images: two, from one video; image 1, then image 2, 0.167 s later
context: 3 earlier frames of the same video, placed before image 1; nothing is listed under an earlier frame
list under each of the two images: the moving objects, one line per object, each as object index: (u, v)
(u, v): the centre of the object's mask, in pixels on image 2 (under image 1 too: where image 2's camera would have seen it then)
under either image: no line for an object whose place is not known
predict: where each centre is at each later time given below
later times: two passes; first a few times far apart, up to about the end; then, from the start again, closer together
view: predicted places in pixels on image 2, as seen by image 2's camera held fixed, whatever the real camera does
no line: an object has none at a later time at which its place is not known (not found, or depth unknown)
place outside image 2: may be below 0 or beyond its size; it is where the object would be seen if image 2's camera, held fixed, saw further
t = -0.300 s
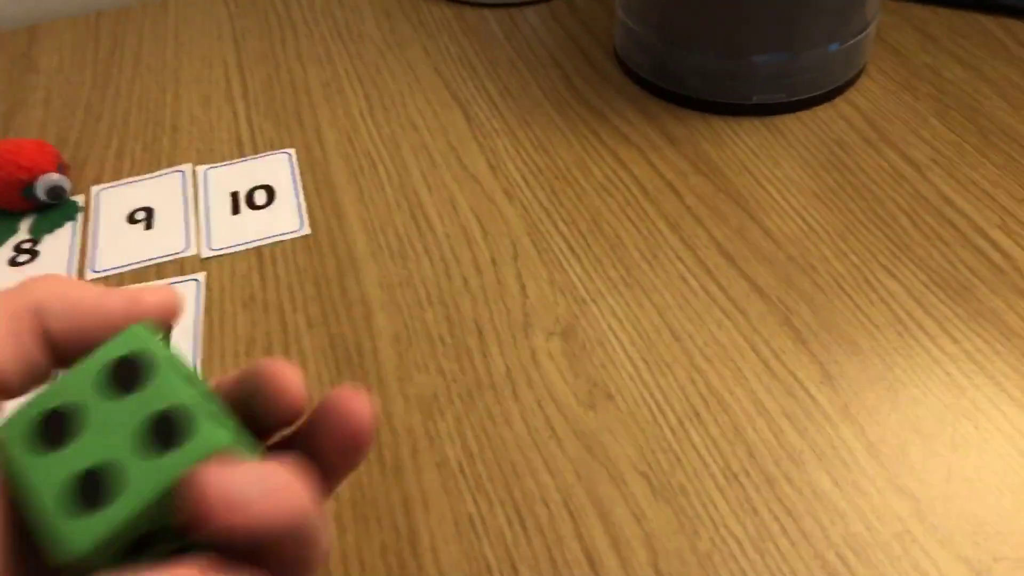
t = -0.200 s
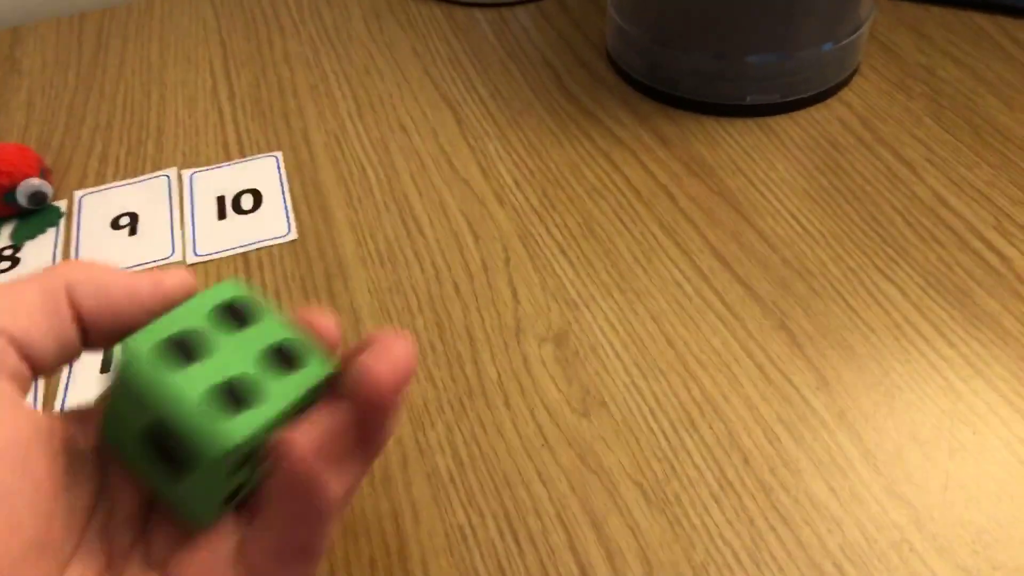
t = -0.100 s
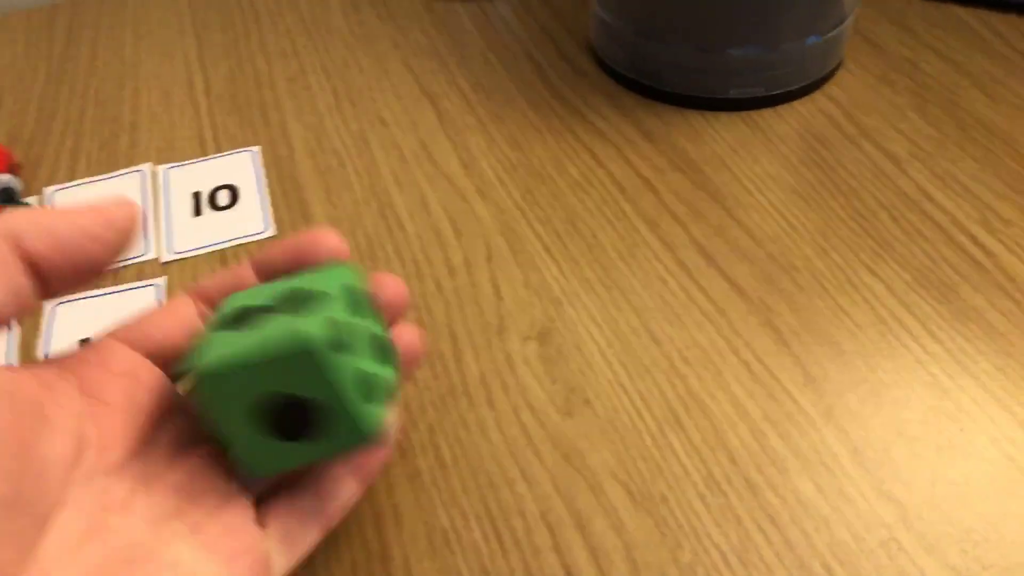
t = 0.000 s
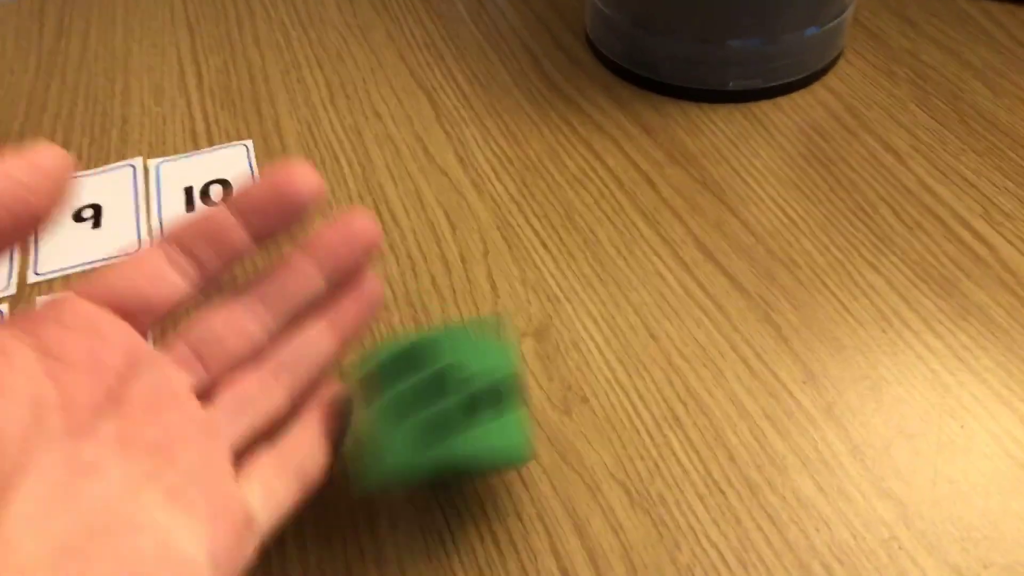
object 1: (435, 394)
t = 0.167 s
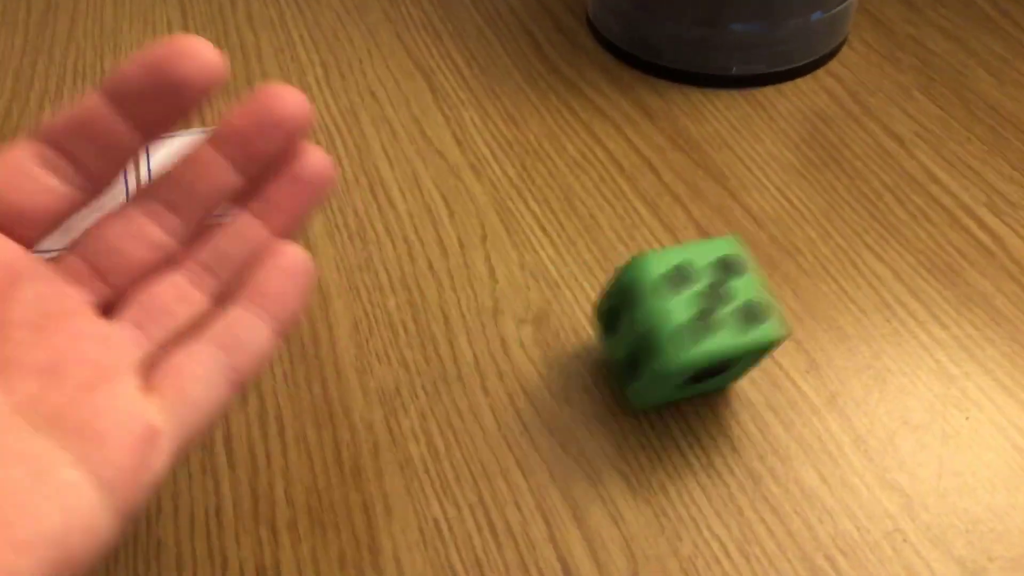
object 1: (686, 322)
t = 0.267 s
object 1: (708, 300)
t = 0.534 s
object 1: (683, 350)
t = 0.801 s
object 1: (683, 349)
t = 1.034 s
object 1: (683, 349)
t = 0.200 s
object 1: (700, 315)
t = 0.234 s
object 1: (706, 303)
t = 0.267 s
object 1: (708, 300)
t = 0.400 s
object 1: (685, 346)
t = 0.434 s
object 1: (682, 350)
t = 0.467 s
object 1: (683, 350)
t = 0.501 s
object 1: (683, 350)
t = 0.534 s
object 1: (683, 350)
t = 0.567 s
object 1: (683, 350)
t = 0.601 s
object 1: (683, 349)
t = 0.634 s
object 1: (683, 349)
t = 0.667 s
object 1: (683, 349)
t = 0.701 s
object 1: (683, 349)
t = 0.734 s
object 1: (683, 349)
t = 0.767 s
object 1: (683, 349)
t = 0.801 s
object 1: (683, 349)
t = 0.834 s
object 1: (683, 349)
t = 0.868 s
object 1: (683, 349)
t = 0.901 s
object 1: (683, 349)
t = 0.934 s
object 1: (683, 349)
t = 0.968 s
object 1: (683, 350)
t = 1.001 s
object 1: (683, 350)
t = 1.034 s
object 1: (683, 349)
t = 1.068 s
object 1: (683, 349)
